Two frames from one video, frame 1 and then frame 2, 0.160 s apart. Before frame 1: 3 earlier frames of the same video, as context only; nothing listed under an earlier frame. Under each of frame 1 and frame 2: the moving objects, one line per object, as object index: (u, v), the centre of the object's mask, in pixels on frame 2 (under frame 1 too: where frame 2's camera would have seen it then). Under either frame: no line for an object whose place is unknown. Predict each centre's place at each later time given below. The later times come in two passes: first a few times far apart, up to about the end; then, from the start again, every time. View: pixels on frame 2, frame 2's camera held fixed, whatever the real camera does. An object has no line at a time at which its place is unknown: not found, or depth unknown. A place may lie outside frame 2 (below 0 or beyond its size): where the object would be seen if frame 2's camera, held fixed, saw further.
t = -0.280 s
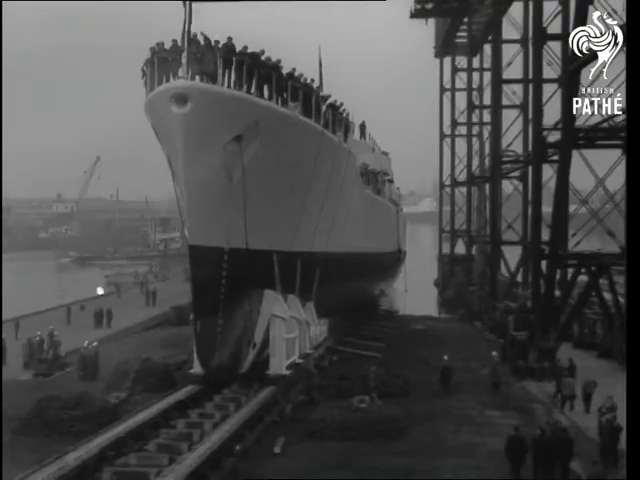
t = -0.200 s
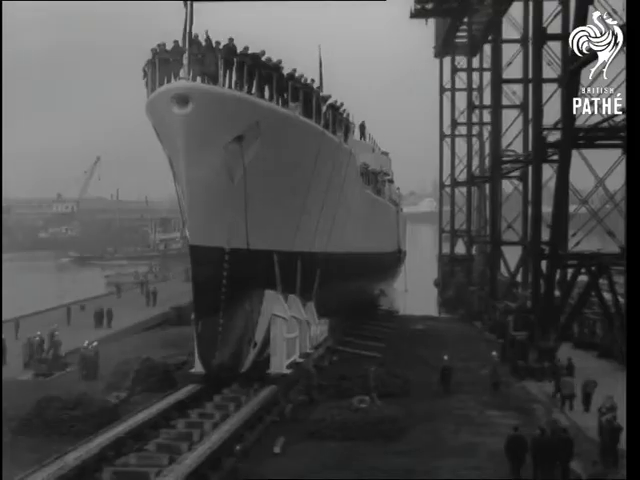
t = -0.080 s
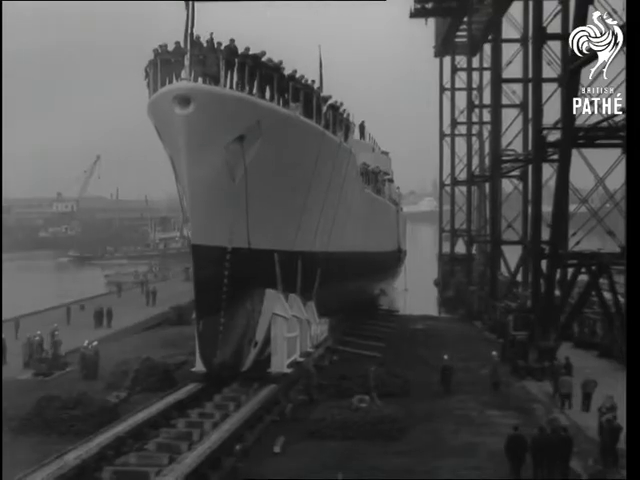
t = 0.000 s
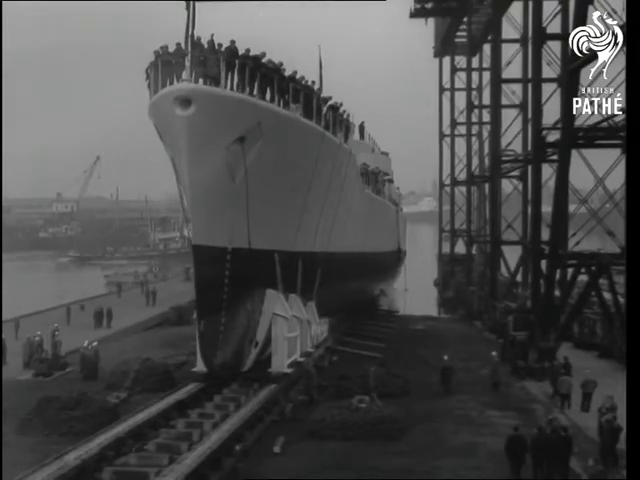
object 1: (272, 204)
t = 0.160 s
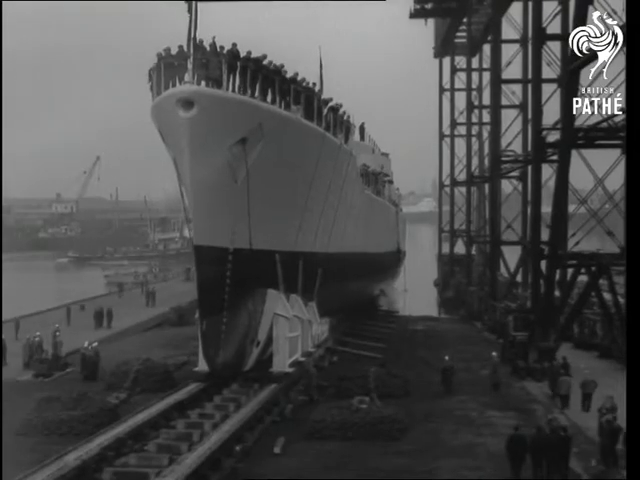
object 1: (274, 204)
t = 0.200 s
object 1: (274, 204)
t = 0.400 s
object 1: (276, 207)
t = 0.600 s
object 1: (277, 205)
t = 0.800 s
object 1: (279, 207)
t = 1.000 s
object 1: (280, 206)
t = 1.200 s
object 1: (282, 208)
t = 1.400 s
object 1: (283, 207)
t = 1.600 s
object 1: (285, 208)
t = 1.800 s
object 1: (286, 208)
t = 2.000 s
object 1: (288, 207)
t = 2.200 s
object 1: (289, 207)
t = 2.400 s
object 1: (290, 208)
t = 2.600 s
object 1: (292, 208)
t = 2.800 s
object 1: (293, 208)
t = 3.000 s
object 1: (295, 210)
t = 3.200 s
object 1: (295, 210)
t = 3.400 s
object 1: (297, 211)
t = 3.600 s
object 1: (299, 211)
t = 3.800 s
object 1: (299, 210)
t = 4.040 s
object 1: (301, 211)
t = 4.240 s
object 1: (303, 212)
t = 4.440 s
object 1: (304, 212)
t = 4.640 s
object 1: (305, 212)
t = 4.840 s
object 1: (307, 212)
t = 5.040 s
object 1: (308, 213)
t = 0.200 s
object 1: (274, 204)
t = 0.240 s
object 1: (275, 206)
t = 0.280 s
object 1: (275, 206)
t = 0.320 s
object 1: (275, 206)
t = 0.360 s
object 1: (276, 206)
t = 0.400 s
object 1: (276, 207)
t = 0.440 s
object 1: (276, 206)
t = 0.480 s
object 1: (276, 206)
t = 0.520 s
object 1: (276, 205)
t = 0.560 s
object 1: (276, 205)
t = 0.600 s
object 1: (277, 205)
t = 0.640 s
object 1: (277, 205)
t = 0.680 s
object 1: (277, 206)
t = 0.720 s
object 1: (278, 206)
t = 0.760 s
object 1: (279, 207)
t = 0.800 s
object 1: (279, 207)
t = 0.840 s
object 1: (279, 207)
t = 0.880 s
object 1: (280, 207)
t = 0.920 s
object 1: (280, 207)
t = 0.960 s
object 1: (280, 207)
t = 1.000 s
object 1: (280, 206)
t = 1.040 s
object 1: (280, 206)
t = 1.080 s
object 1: (280, 205)
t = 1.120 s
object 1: (282, 208)
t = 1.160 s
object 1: (282, 208)
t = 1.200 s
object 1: (282, 208)
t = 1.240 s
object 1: (282, 206)
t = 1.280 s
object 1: (283, 207)
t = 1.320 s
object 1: (282, 205)
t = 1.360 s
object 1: (282, 205)
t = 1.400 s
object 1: (283, 207)
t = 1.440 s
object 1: (283, 207)
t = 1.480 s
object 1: (284, 207)
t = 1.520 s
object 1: (284, 207)
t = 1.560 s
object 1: (284, 207)
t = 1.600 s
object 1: (285, 208)
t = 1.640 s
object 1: (285, 209)
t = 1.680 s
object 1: (285, 209)
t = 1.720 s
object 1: (286, 209)
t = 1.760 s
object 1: (286, 209)
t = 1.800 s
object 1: (286, 208)
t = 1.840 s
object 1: (287, 209)
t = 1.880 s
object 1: (287, 207)
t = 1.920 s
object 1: (287, 207)
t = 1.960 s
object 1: (287, 207)
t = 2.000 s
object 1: (288, 207)
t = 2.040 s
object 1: (288, 207)
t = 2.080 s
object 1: (288, 209)
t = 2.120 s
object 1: (288, 207)
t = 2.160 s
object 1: (288, 207)
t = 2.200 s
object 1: (289, 207)
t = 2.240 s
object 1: (289, 208)
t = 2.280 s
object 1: (289, 207)
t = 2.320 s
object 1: (290, 208)
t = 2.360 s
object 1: (290, 208)
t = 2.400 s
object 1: (290, 208)
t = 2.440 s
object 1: (290, 208)
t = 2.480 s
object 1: (291, 208)
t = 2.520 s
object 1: (291, 208)
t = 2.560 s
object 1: (291, 208)
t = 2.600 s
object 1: (292, 208)
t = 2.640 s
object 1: (292, 208)
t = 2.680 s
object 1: (292, 208)
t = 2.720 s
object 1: (292, 208)
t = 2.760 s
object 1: (293, 210)
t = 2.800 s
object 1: (293, 208)
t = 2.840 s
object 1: (294, 210)
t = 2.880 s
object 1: (294, 210)
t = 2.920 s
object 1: (294, 210)
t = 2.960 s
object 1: (295, 210)
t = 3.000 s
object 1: (295, 210)
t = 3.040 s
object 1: (295, 210)
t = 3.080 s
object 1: (294, 208)
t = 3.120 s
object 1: (295, 209)
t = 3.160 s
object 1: (295, 209)
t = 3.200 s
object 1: (295, 210)
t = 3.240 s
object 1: (296, 210)
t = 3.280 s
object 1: (296, 210)
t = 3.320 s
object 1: (297, 212)
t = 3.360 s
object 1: (298, 213)
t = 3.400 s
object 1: (297, 211)
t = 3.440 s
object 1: (298, 211)
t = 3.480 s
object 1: (298, 211)
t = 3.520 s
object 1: (298, 211)
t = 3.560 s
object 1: (299, 211)
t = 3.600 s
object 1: (299, 211)
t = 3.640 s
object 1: (299, 211)
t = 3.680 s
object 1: (299, 211)
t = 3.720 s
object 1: (299, 210)
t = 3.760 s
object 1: (299, 210)
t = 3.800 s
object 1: (299, 210)
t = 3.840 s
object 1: (300, 210)
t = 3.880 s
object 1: (301, 211)
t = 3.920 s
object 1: (301, 211)
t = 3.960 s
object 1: (301, 211)
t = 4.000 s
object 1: (301, 211)
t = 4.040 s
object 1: (301, 211)
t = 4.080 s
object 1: (302, 211)
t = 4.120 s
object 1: (302, 211)
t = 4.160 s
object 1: (302, 212)
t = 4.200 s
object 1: (302, 212)
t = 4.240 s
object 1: (303, 212)
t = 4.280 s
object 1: (303, 212)
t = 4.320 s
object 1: (303, 212)
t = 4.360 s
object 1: (303, 212)
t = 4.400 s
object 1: (304, 212)
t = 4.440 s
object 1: (304, 212)
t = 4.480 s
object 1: (304, 212)
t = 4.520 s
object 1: (304, 212)
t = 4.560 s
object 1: (305, 212)
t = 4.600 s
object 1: (305, 211)
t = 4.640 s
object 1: (305, 212)
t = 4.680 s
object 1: (306, 212)
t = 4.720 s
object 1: (306, 212)
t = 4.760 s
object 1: (306, 212)
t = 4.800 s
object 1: (306, 212)
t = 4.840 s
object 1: (307, 212)
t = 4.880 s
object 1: (307, 213)
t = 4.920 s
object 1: (307, 213)
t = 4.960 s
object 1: (308, 213)
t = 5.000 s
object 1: (308, 213)
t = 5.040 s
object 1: (308, 213)
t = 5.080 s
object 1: (308, 213)
